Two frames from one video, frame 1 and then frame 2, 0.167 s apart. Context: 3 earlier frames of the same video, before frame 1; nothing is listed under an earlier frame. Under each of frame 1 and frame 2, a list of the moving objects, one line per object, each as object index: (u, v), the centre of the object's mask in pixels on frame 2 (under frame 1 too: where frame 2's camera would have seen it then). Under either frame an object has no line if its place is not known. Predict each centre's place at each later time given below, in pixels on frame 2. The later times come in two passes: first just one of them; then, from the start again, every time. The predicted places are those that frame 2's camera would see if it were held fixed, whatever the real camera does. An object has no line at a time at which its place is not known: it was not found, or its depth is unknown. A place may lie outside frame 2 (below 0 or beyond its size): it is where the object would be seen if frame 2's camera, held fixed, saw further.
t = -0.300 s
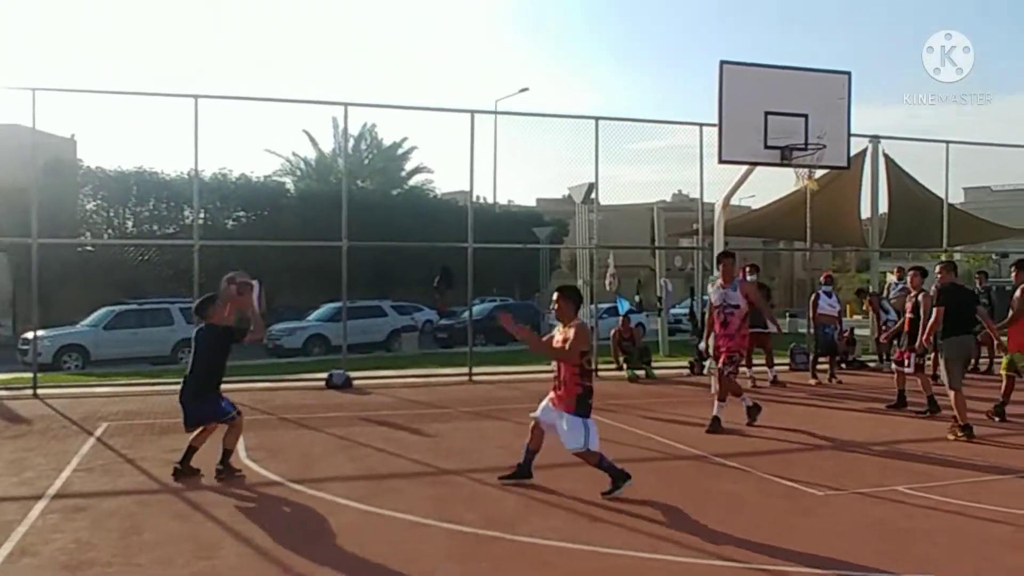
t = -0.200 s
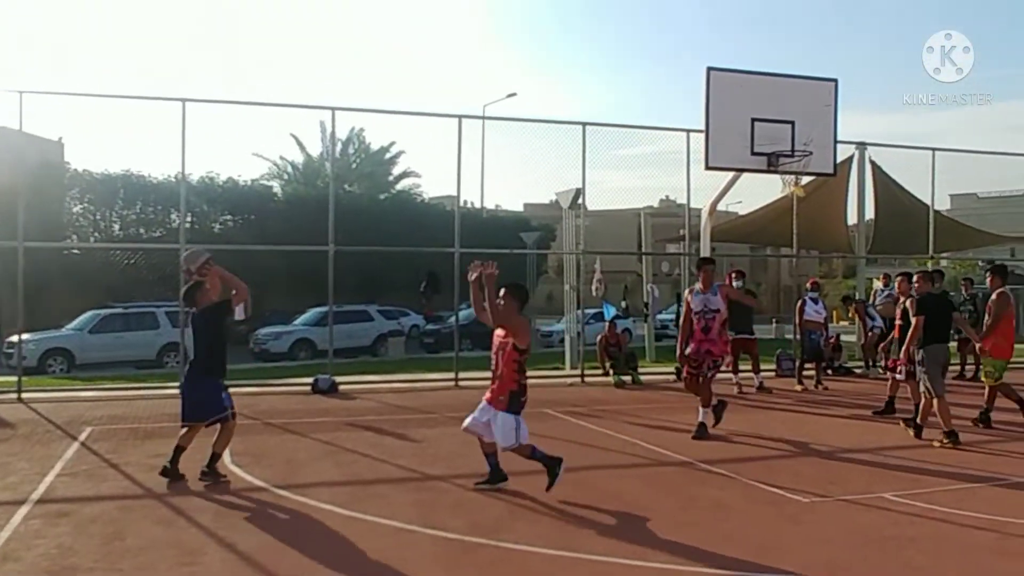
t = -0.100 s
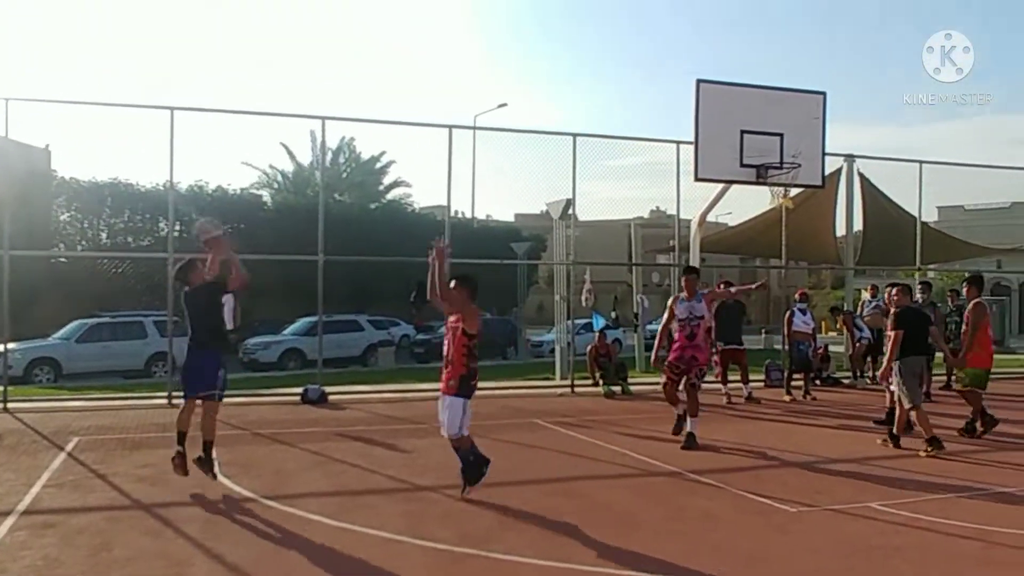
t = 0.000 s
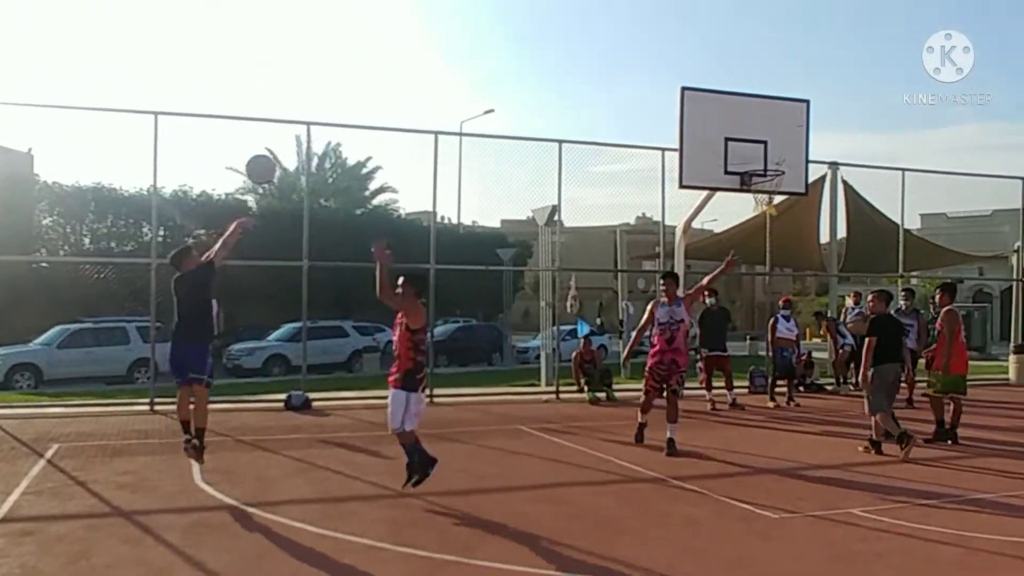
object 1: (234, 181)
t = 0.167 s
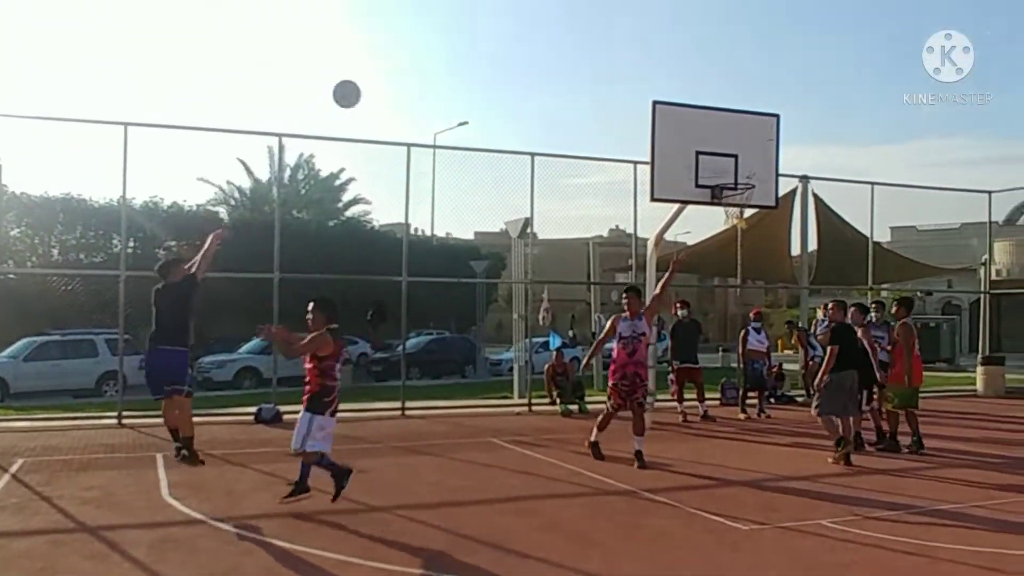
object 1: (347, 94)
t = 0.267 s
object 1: (404, 64)
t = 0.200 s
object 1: (367, 82)
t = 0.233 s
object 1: (386, 72)
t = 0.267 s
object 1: (404, 64)
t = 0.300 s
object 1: (422, 56)
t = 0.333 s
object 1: (439, 51)
